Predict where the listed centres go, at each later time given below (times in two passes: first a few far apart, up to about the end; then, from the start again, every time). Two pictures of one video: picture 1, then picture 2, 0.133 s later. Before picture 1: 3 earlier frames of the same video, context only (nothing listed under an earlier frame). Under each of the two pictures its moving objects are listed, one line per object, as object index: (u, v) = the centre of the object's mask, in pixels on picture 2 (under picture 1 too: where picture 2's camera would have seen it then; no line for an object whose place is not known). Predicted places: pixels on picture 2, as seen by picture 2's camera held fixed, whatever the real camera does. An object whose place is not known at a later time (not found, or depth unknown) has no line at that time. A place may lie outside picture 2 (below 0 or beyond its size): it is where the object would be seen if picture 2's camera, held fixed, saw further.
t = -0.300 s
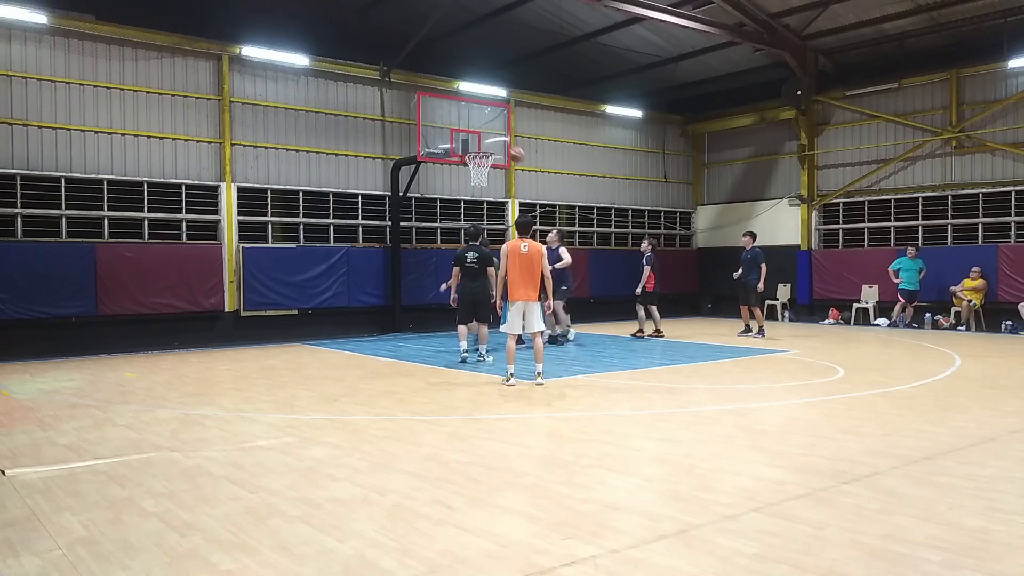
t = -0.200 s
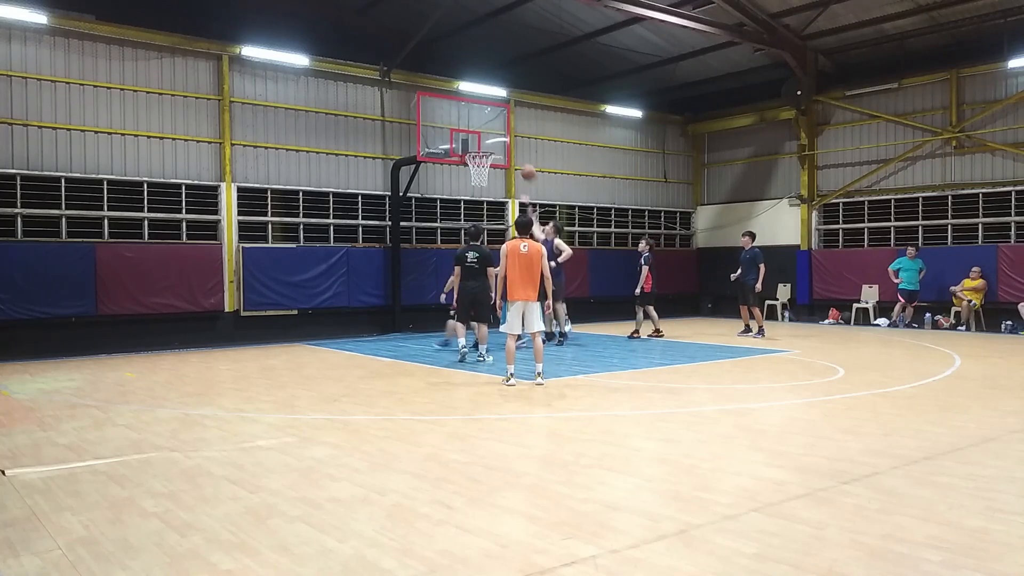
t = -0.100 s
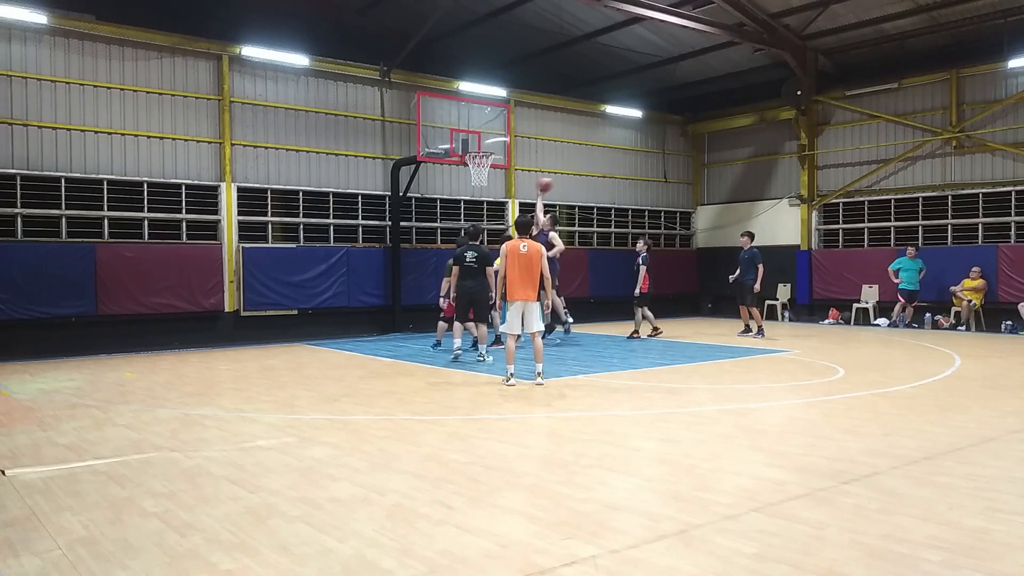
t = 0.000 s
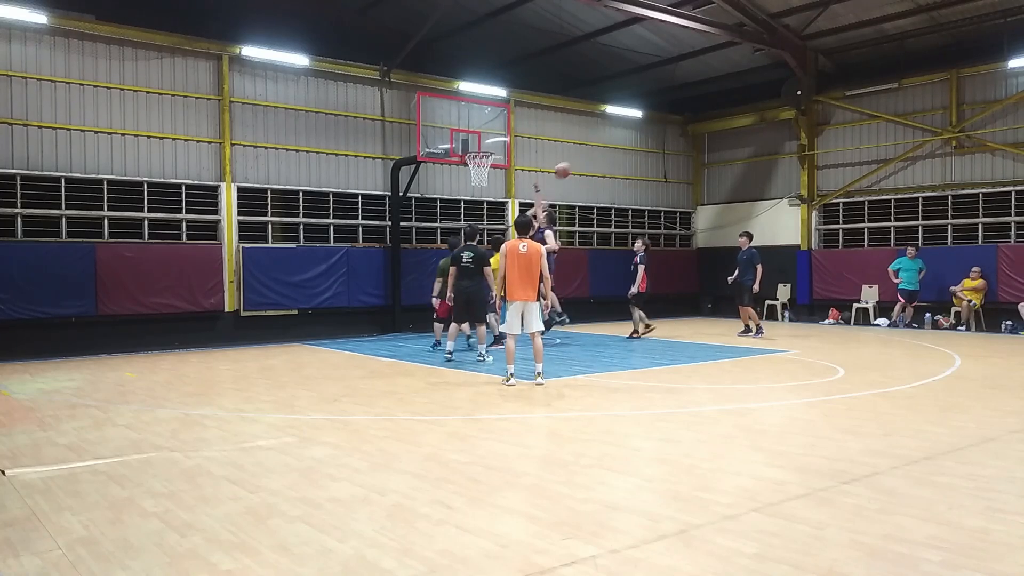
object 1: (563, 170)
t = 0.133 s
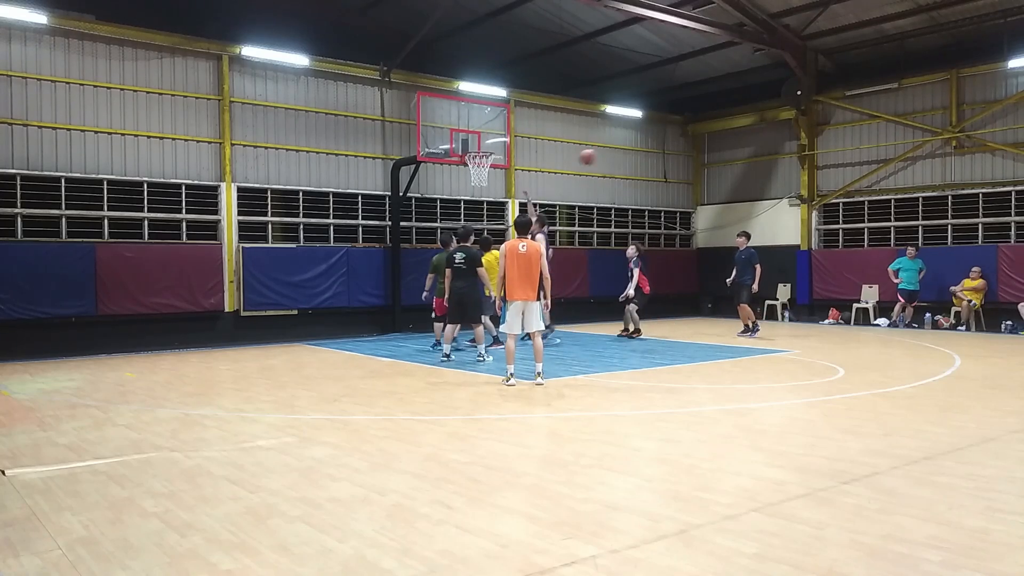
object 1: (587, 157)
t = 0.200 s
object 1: (601, 155)
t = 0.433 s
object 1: (653, 171)
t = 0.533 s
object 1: (679, 192)
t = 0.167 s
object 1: (594, 155)
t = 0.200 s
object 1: (601, 155)
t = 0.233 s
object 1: (607, 155)
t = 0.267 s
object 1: (615, 155)
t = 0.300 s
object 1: (622, 156)
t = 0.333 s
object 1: (630, 158)
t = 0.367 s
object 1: (637, 161)
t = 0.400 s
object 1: (646, 165)
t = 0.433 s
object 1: (653, 171)
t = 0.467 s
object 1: (662, 177)
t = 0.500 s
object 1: (670, 184)
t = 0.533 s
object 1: (679, 192)
